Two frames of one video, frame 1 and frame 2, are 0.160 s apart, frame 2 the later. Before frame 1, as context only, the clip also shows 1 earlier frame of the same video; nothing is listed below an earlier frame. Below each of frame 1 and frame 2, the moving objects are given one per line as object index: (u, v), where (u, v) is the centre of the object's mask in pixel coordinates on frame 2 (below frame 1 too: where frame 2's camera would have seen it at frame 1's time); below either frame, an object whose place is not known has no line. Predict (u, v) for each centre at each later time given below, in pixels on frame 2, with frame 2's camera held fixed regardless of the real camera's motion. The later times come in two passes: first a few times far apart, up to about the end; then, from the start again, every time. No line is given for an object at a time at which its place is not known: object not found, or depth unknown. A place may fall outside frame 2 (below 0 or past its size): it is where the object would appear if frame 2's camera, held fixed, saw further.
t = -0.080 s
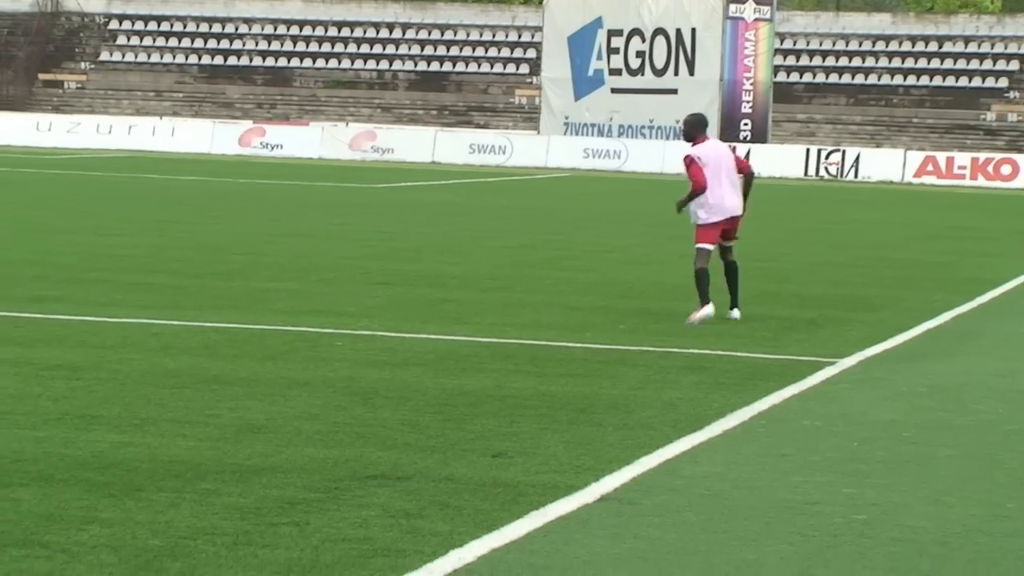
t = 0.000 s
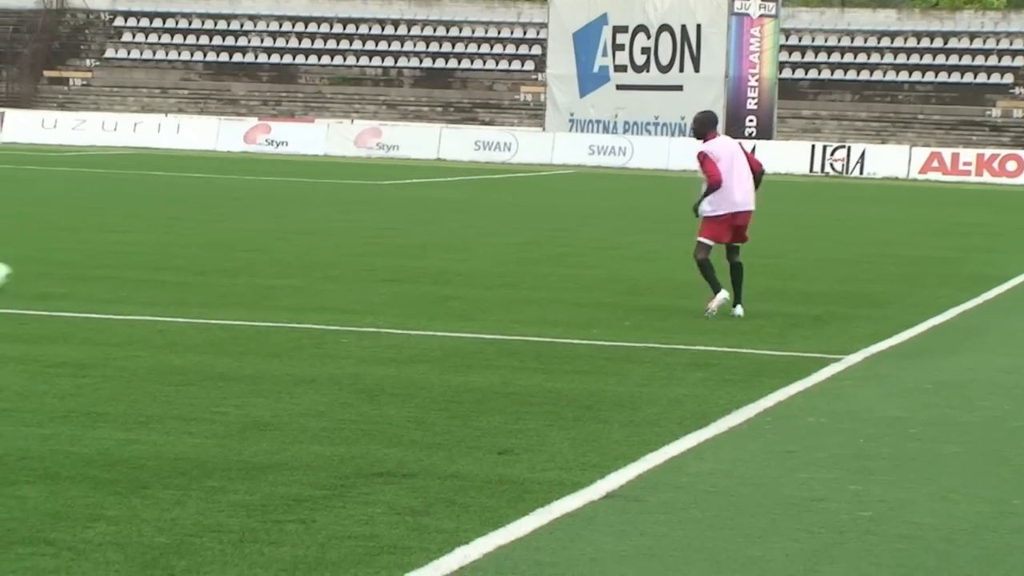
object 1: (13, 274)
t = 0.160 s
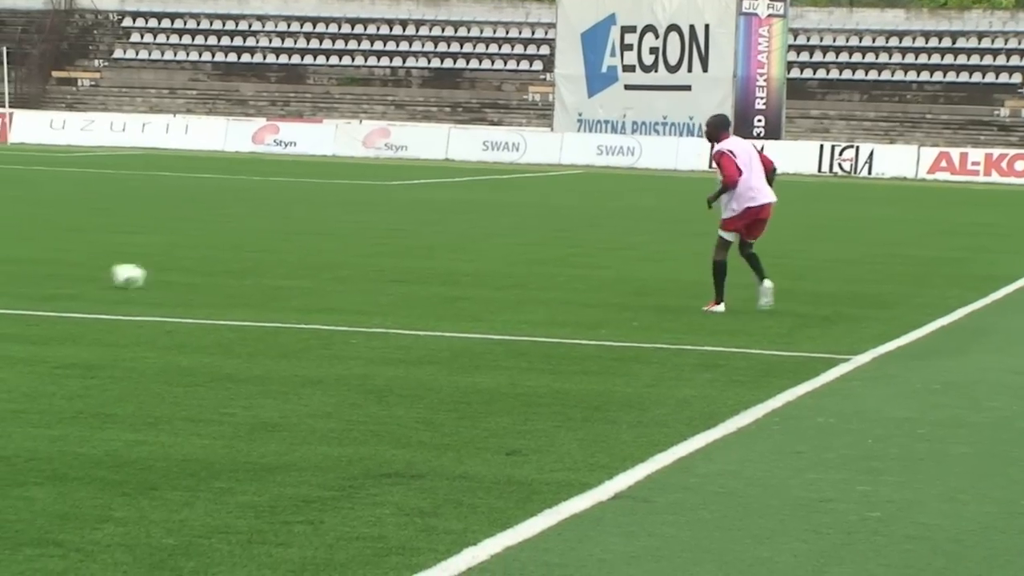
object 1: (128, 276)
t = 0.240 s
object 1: (181, 270)
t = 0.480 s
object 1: (315, 269)
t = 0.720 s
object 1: (420, 269)
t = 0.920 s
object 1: (497, 267)
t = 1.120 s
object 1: (571, 266)
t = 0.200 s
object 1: (155, 273)
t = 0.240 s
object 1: (181, 270)
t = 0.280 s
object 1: (206, 269)
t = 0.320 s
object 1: (231, 271)
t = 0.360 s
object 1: (256, 274)
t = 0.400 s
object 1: (277, 272)
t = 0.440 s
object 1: (296, 269)
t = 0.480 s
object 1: (315, 269)
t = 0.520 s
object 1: (334, 270)
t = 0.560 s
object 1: (352, 271)
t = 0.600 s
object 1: (369, 268)
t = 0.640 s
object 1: (387, 267)
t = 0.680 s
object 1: (403, 268)
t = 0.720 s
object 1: (420, 269)
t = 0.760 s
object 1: (436, 268)
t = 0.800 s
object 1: (451, 267)
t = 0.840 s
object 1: (467, 266)
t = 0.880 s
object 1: (482, 267)
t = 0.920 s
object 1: (497, 267)
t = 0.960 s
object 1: (512, 266)
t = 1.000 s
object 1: (527, 266)
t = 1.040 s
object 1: (542, 267)
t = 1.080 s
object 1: (556, 266)
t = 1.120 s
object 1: (571, 266)
